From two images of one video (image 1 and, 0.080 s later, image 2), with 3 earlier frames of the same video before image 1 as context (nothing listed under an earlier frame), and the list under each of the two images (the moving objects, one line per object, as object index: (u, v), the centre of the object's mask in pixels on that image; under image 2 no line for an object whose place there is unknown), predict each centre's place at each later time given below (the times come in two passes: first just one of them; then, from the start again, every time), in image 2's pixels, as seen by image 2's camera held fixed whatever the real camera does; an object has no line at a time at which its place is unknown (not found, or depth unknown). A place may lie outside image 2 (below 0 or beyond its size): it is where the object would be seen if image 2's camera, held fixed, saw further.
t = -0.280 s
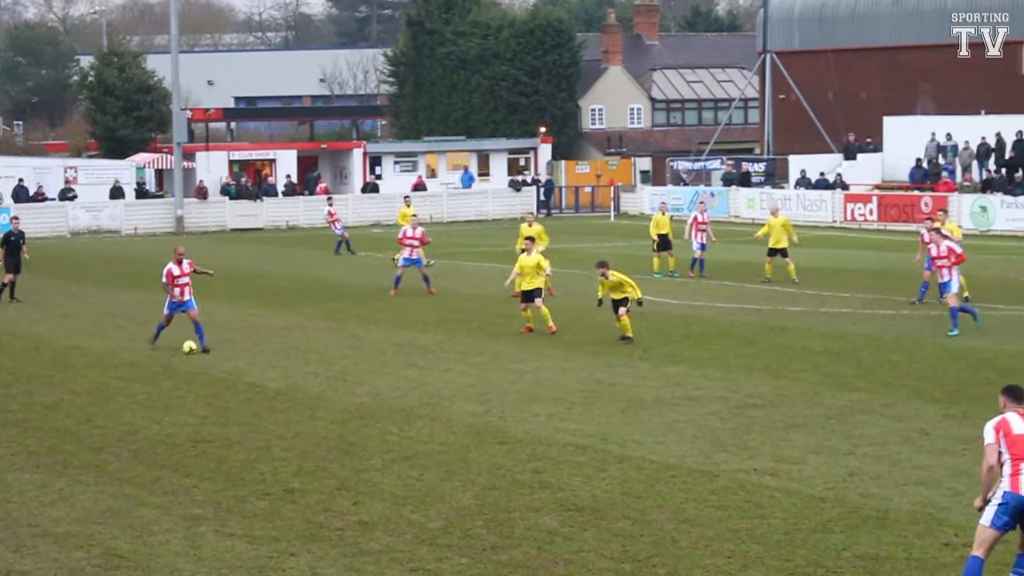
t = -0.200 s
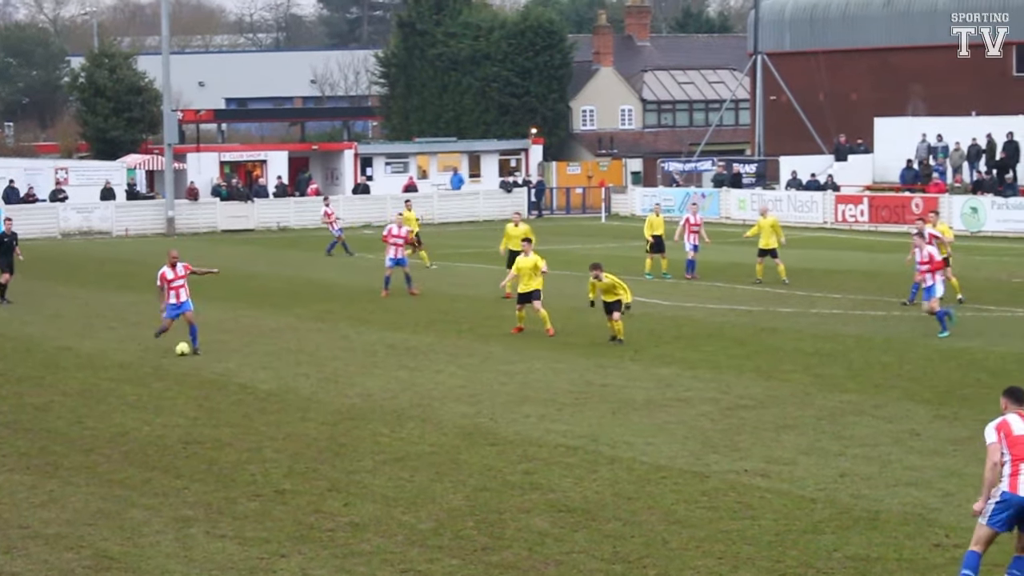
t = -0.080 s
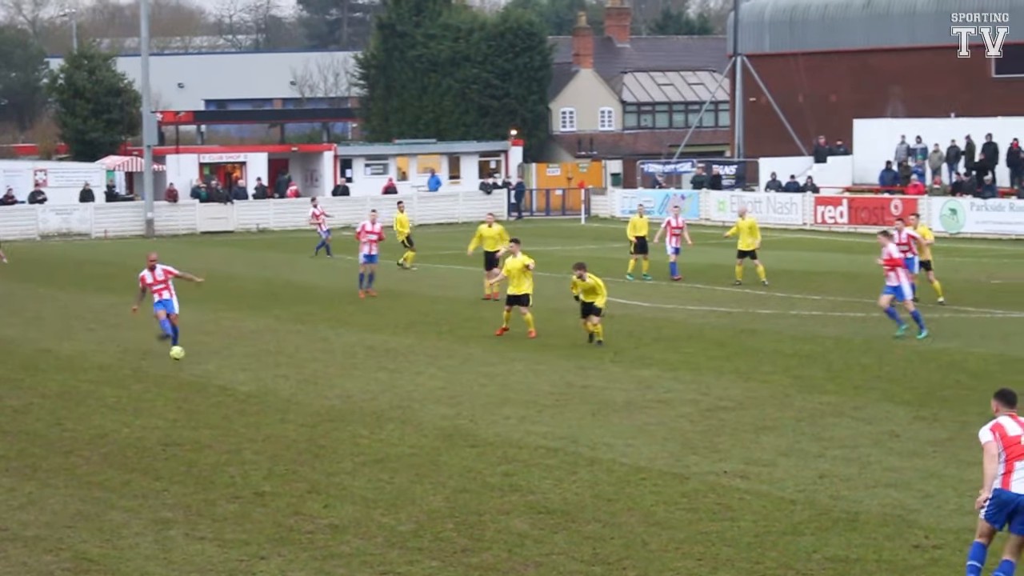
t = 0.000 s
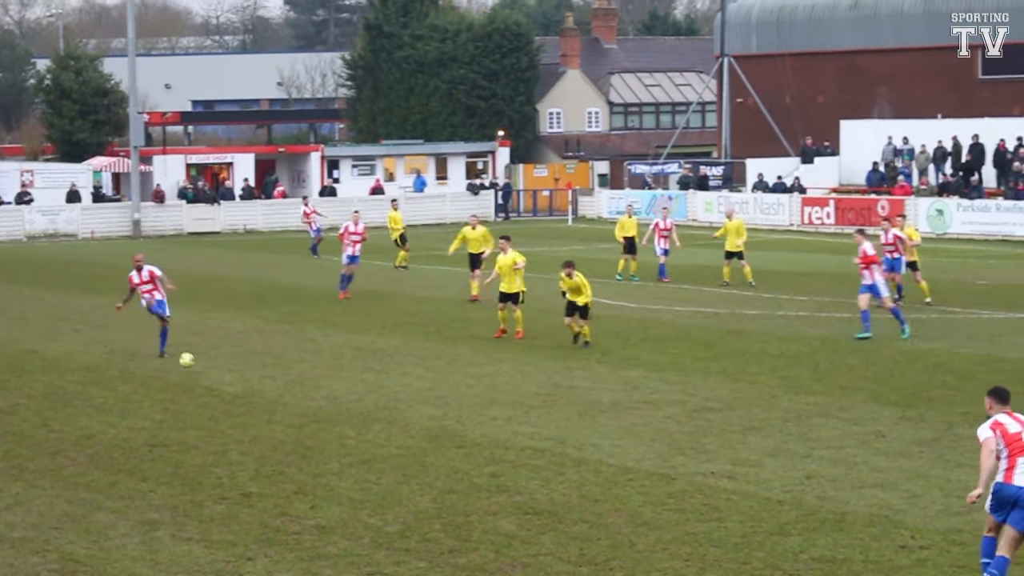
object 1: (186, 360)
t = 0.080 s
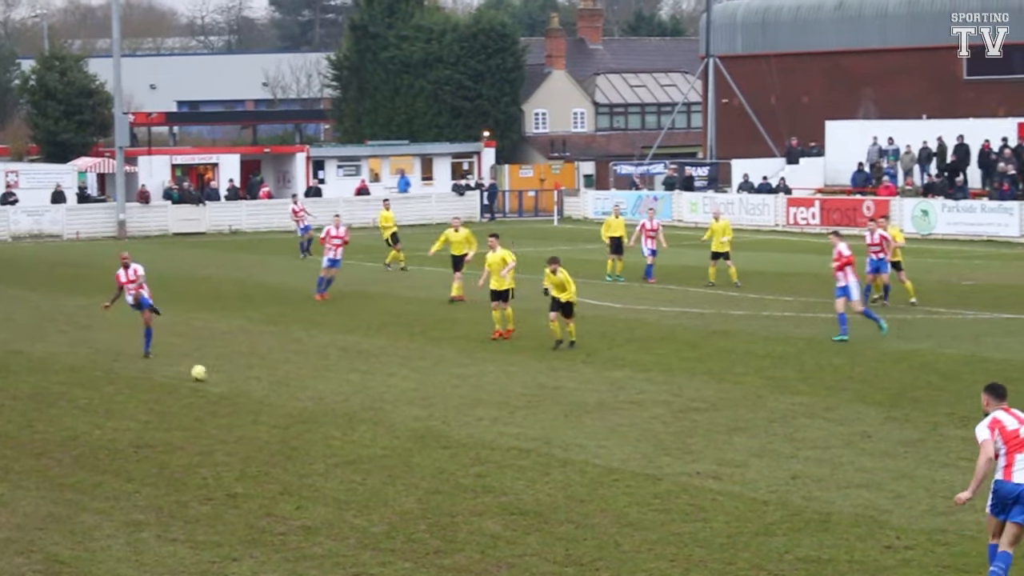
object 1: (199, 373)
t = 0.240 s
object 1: (257, 386)
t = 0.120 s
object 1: (212, 377)
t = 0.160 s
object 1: (226, 378)
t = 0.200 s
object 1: (241, 380)
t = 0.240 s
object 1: (257, 386)
